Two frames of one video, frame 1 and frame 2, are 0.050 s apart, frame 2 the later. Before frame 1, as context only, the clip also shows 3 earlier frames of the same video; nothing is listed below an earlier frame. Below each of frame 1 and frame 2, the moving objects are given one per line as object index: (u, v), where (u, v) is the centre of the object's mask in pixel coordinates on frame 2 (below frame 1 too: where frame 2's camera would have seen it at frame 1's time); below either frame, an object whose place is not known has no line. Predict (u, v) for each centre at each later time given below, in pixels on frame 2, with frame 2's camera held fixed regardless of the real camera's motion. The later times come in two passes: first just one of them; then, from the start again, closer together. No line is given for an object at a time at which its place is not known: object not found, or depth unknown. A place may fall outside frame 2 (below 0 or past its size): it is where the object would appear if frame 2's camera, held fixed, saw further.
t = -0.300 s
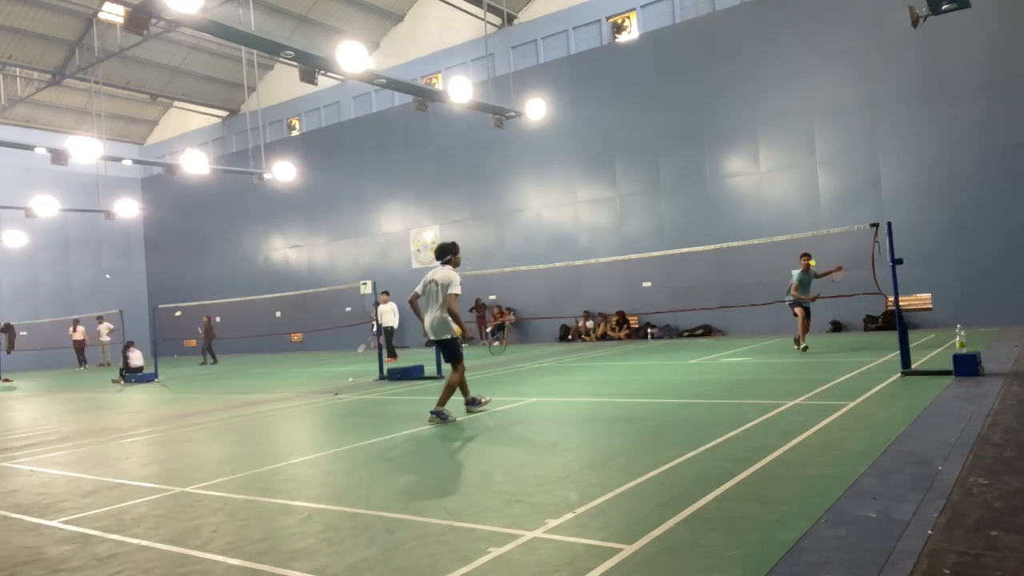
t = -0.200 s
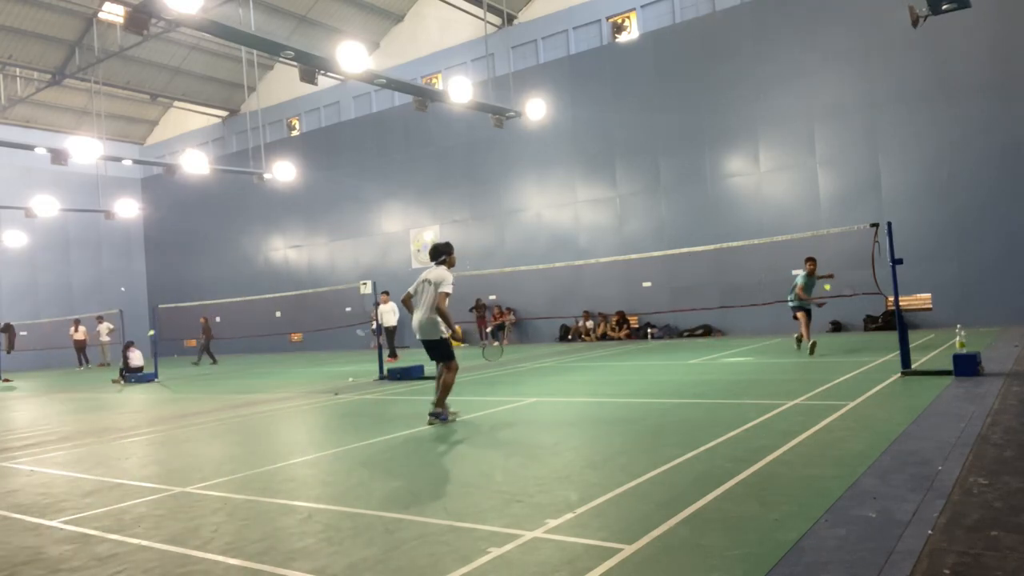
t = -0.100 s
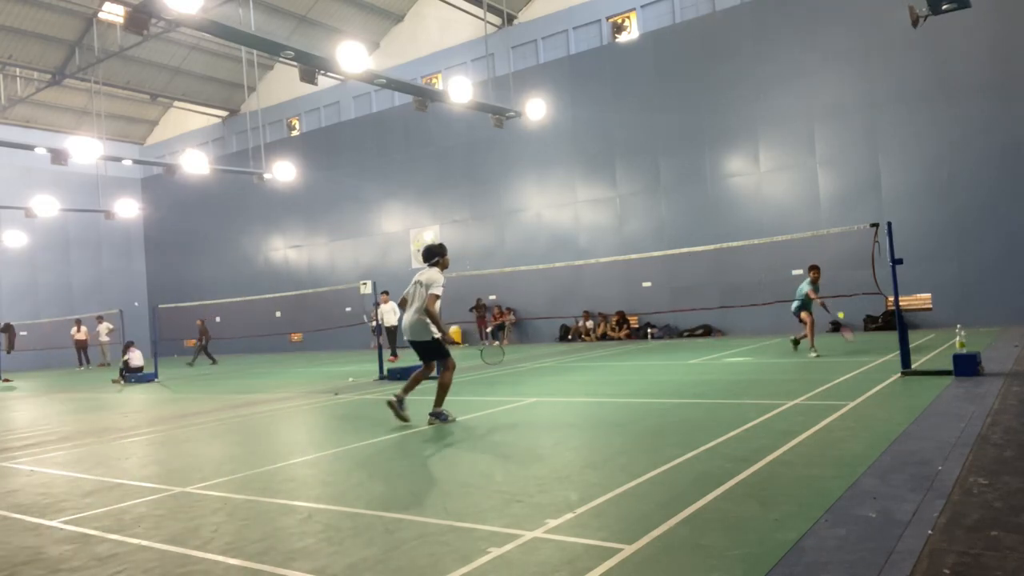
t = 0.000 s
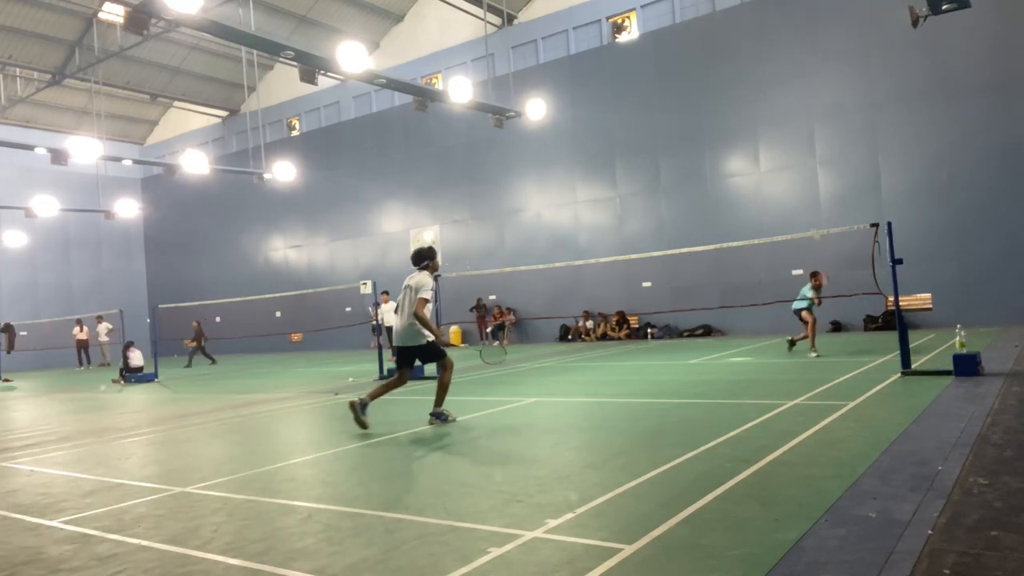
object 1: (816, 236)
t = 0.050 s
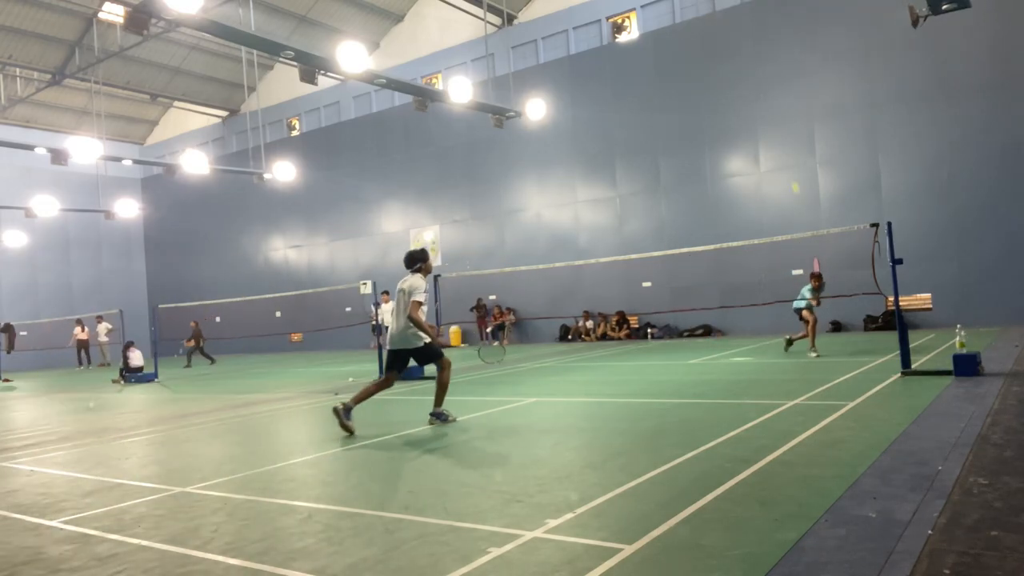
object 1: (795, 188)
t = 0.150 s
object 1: (763, 109)
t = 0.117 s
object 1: (773, 133)
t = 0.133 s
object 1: (768, 121)
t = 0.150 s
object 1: (763, 109)
